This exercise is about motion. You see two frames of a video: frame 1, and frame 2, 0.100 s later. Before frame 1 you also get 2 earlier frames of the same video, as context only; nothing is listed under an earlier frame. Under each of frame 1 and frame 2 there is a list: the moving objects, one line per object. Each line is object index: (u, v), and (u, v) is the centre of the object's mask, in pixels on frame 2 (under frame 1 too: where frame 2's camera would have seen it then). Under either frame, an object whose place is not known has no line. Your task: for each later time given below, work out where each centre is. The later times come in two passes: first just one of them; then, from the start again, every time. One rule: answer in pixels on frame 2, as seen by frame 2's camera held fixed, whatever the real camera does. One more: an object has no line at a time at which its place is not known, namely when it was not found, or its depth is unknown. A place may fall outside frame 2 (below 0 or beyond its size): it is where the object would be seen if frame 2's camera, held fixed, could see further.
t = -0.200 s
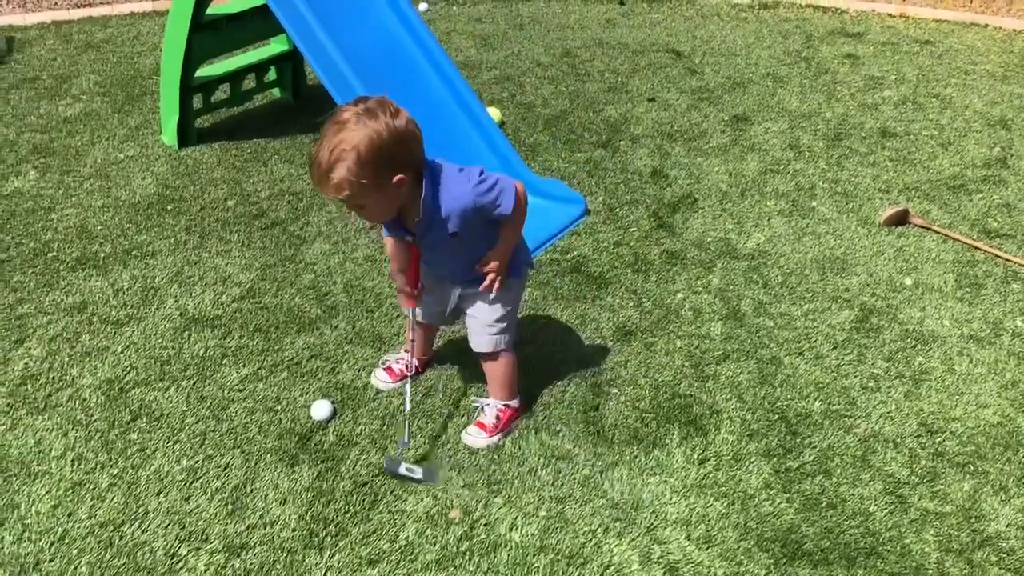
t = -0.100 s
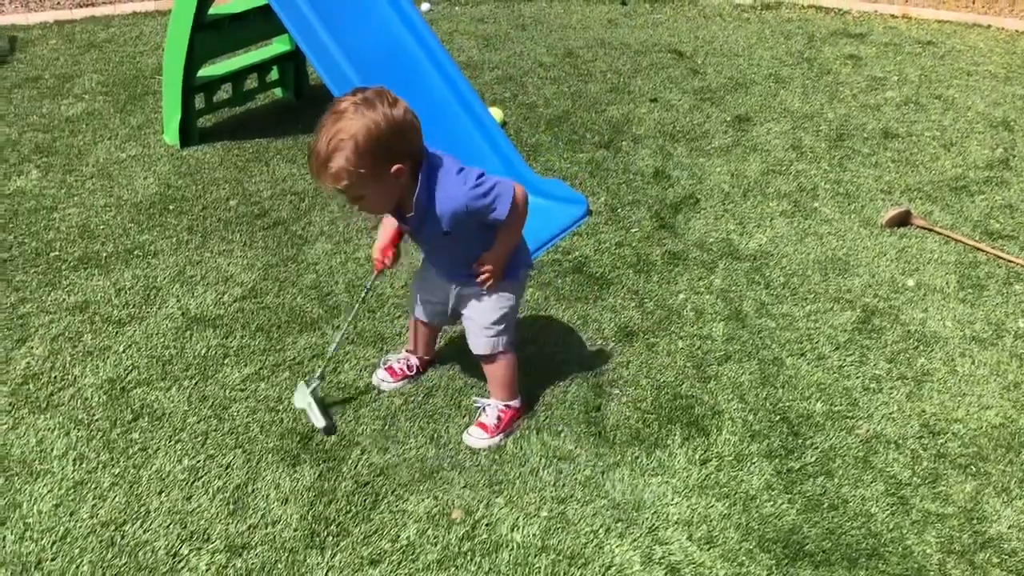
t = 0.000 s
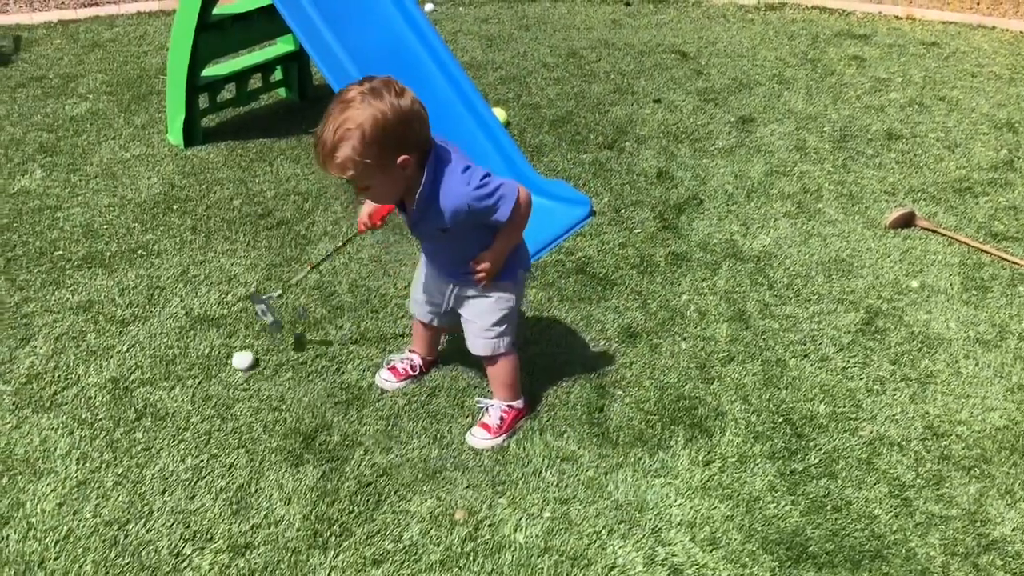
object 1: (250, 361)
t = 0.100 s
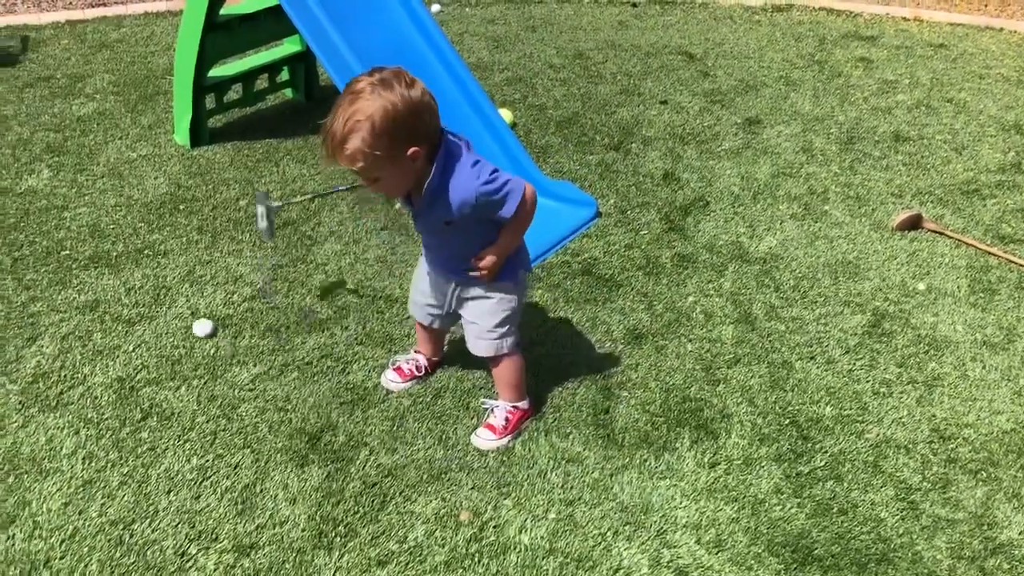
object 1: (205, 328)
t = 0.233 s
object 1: (157, 297)
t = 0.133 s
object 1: (192, 319)
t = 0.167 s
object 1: (180, 311)
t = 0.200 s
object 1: (168, 304)
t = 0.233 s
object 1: (157, 297)
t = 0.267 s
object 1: (148, 289)
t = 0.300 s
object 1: (141, 284)
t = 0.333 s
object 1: (133, 279)
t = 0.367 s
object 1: (127, 274)
